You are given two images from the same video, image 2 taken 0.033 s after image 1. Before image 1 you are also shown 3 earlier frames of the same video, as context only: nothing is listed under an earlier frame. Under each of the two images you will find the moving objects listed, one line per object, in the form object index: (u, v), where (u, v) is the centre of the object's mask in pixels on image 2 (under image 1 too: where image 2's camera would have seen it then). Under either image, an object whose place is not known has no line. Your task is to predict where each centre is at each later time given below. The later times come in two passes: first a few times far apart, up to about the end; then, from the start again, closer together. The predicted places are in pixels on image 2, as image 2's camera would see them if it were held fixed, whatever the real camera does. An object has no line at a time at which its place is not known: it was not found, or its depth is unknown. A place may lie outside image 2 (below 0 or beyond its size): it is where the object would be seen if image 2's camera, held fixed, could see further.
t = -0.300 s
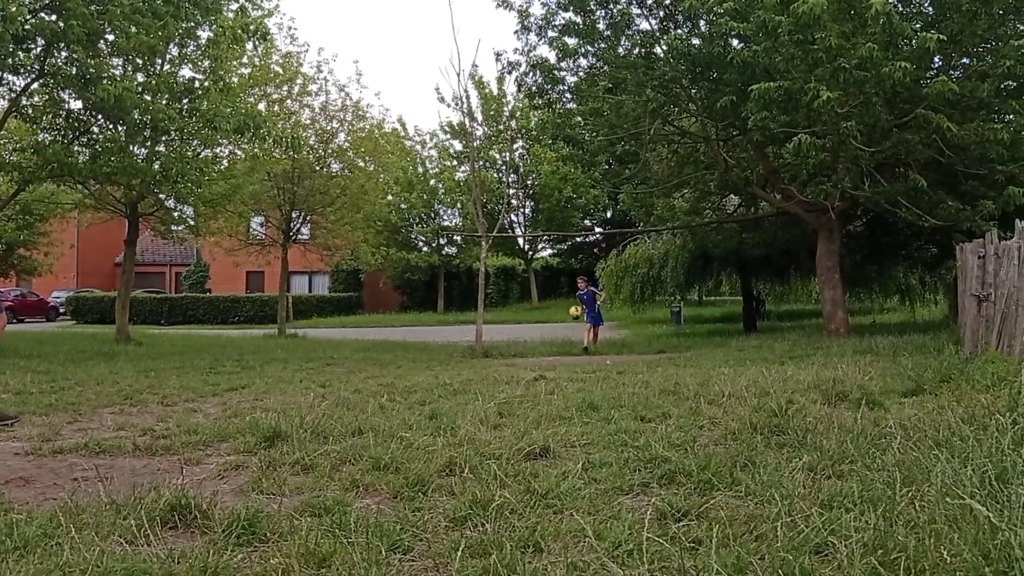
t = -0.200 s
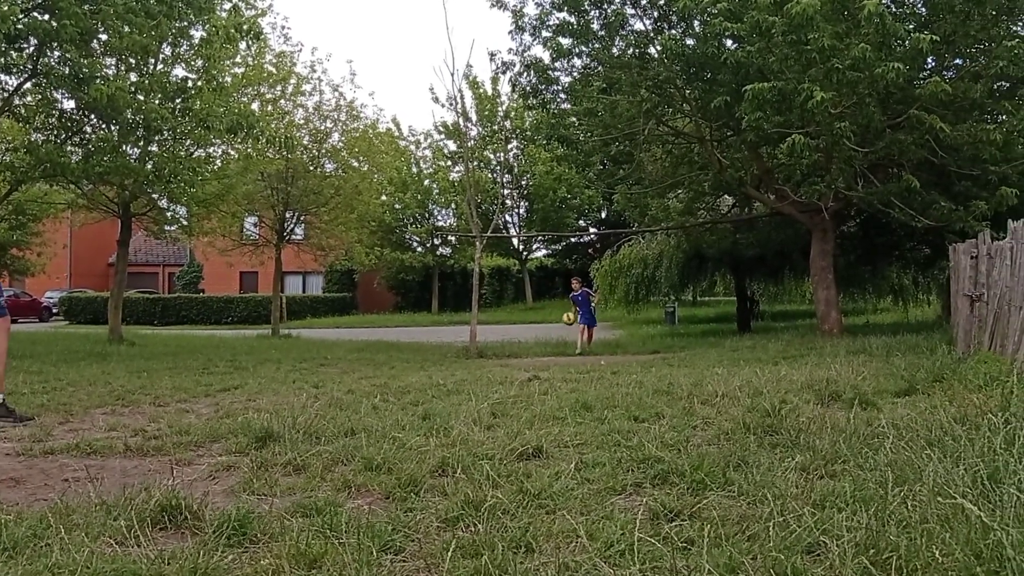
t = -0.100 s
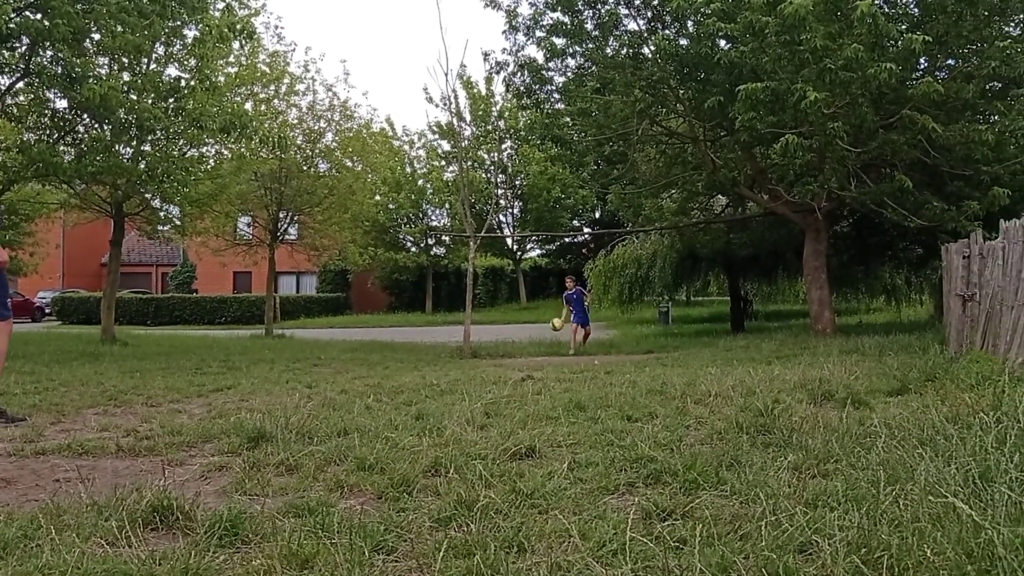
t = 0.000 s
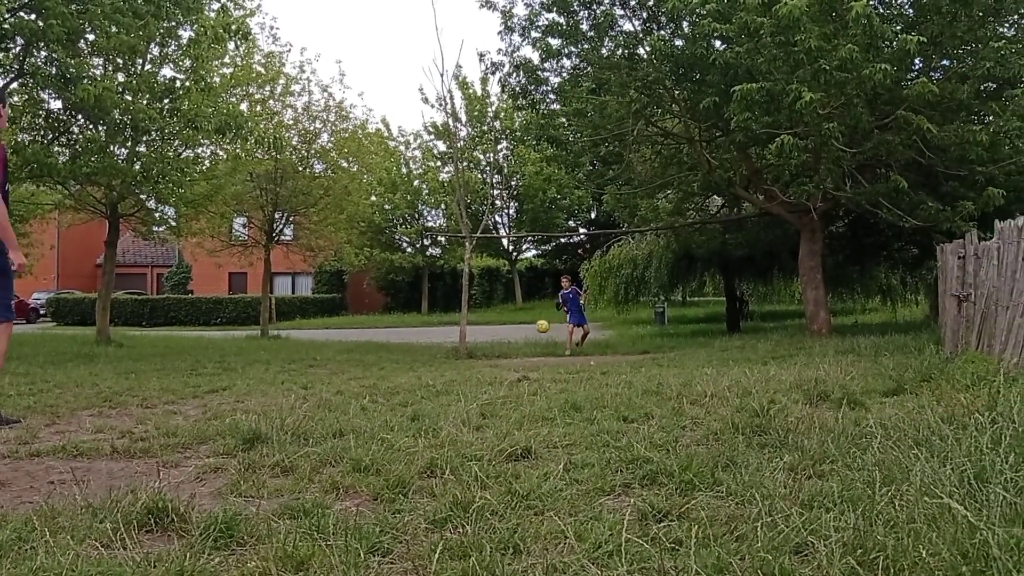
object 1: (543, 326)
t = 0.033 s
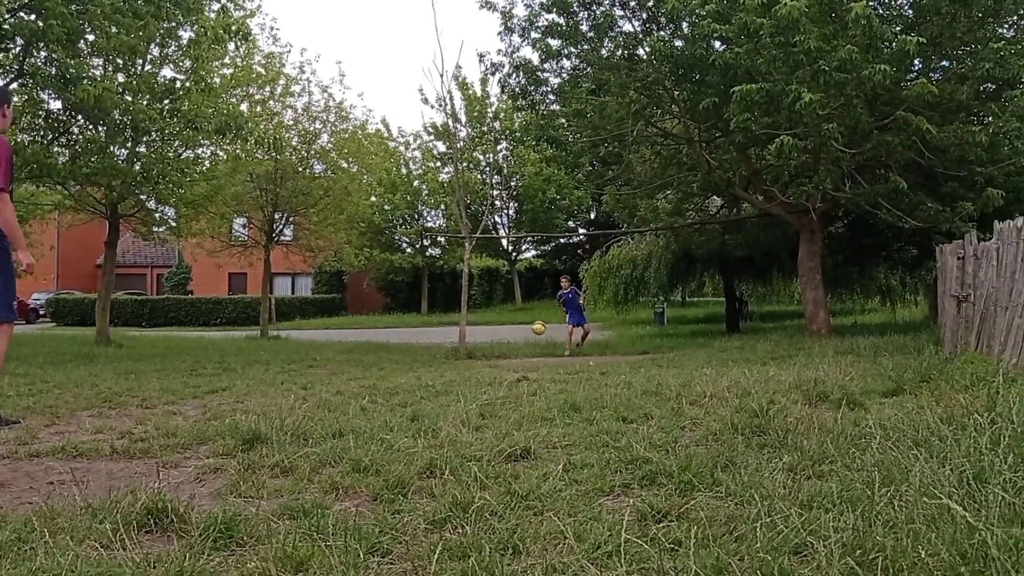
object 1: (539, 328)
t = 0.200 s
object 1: (519, 347)
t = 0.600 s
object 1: (477, 327)
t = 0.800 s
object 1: (449, 347)
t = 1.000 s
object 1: (414, 346)
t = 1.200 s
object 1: (371, 349)
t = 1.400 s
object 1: (325, 361)
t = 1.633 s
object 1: (262, 365)
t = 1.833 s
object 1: (201, 363)
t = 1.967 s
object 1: (156, 368)
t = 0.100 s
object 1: (531, 333)
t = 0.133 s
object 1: (527, 337)
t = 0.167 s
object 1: (524, 341)
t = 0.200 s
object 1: (519, 347)
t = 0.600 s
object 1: (477, 327)
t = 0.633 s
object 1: (473, 328)
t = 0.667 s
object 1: (468, 330)
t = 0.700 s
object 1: (463, 332)
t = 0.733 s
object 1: (458, 336)
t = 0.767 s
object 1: (454, 340)
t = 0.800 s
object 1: (449, 347)
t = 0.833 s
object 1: (444, 353)
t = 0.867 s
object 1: (439, 359)
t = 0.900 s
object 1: (433, 356)
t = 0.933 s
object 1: (427, 351)
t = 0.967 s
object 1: (420, 348)
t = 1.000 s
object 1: (414, 346)
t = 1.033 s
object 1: (407, 344)
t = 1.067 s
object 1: (399, 343)
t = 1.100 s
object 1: (392, 343)
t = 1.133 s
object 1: (386, 345)
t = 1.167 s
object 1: (379, 346)
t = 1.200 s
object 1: (371, 349)
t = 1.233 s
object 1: (364, 353)
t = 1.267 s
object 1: (356, 358)
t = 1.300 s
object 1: (349, 365)
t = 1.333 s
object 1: (341, 365)
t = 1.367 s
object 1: (334, 363)
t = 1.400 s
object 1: (325, 361)
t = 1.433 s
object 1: (317, 360)
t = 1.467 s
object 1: (308, 360)
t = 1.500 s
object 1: (299, 362)
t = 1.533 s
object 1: (291, 364)
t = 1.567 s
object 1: (282, 367)
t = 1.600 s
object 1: (272, 367)
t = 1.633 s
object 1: (262, 365)
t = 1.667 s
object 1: (252, 362)
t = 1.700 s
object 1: (243, 360)
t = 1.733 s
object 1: (232, 360)
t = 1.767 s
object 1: (222, 360)
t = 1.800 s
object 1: (211, 361)
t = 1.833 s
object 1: (201, 363)
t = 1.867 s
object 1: (190, 368)
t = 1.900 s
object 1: (179, 371)
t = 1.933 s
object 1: (168, 370)
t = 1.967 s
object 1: (156, 368)
